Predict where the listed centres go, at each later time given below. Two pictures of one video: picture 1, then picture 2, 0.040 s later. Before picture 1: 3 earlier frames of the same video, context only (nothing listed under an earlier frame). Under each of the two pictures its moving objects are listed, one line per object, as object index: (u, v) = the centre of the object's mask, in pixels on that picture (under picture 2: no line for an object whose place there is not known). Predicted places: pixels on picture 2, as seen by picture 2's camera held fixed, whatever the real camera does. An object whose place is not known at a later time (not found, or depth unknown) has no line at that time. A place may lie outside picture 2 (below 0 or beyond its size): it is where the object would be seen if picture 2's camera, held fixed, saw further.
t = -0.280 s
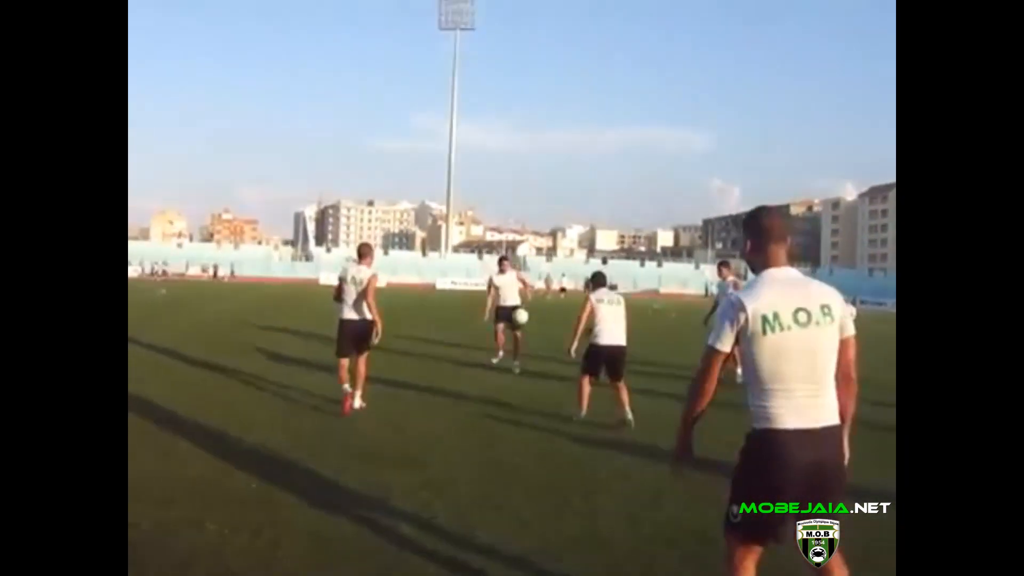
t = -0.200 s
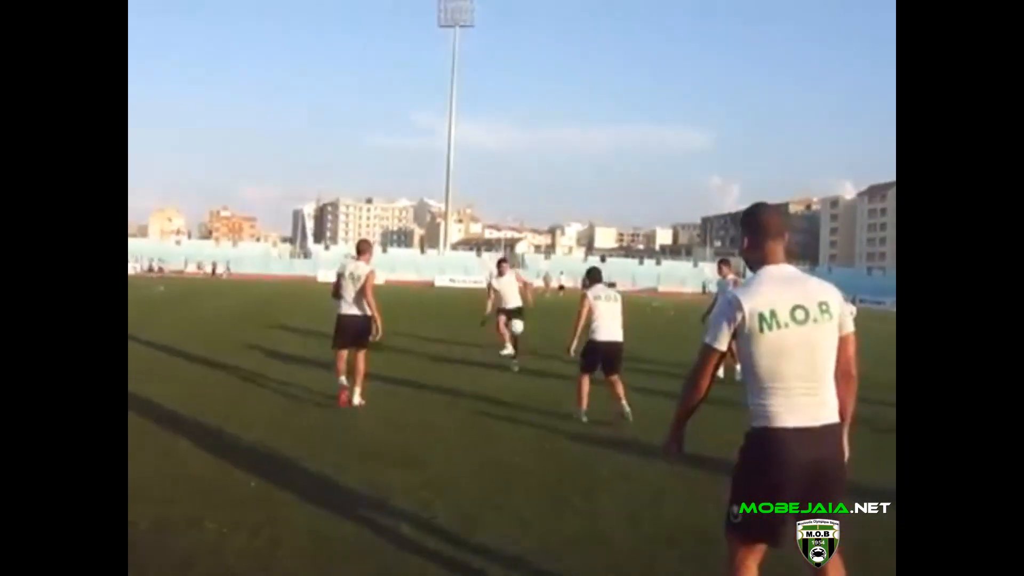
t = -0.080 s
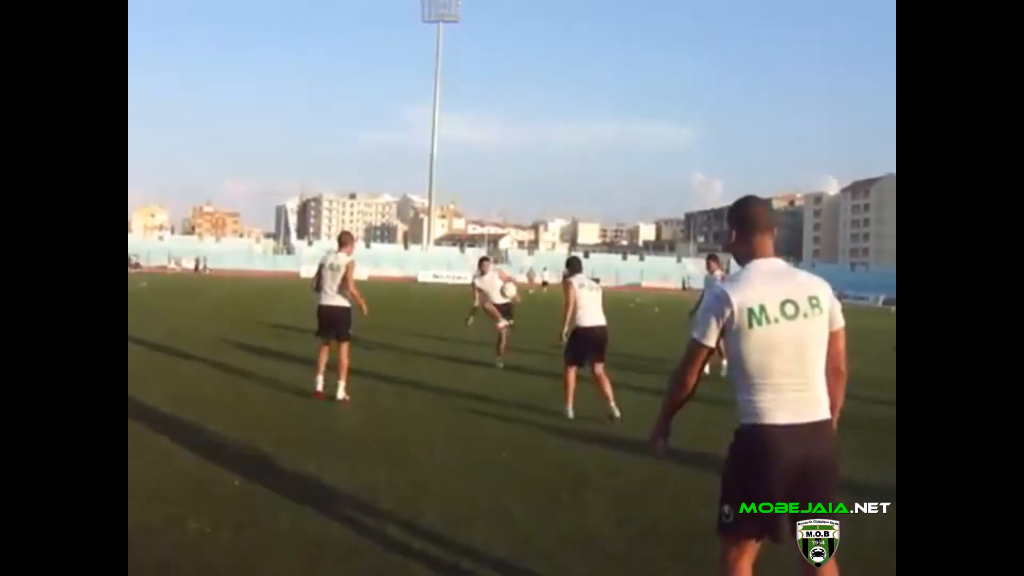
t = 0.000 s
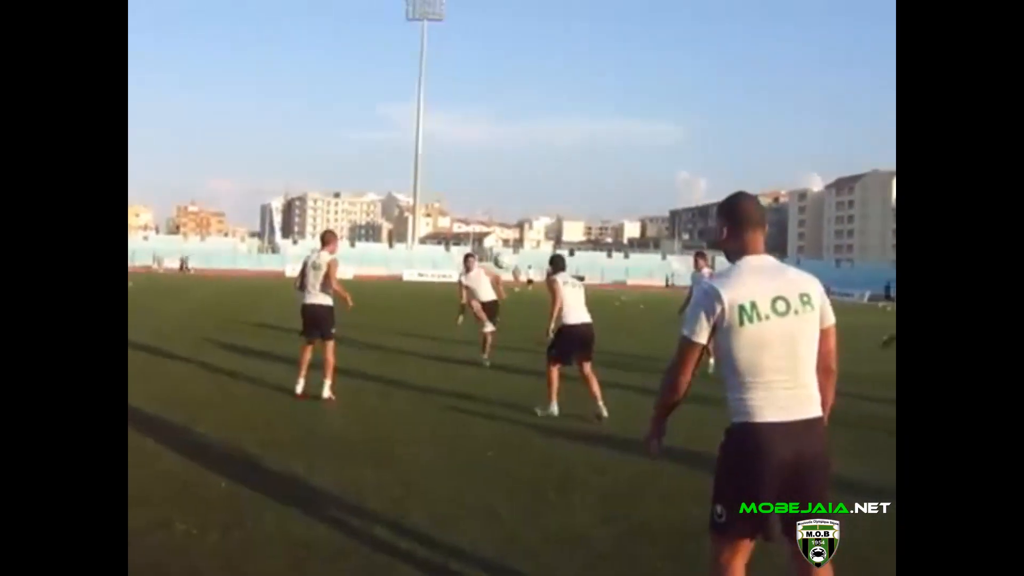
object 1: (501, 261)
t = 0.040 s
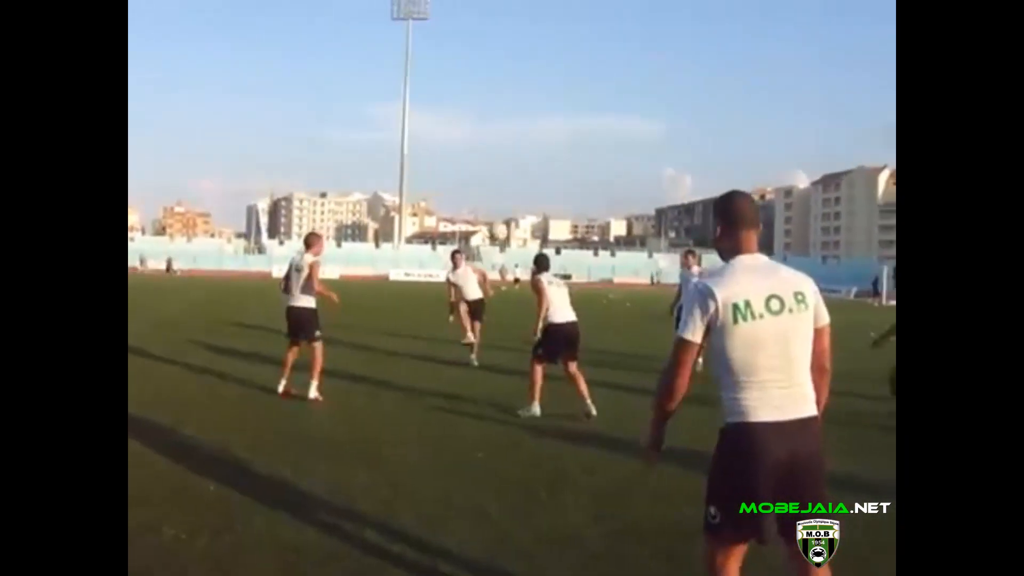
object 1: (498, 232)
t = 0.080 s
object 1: (502, 219)
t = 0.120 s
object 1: (507, 207)
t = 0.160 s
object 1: (511, 194)
